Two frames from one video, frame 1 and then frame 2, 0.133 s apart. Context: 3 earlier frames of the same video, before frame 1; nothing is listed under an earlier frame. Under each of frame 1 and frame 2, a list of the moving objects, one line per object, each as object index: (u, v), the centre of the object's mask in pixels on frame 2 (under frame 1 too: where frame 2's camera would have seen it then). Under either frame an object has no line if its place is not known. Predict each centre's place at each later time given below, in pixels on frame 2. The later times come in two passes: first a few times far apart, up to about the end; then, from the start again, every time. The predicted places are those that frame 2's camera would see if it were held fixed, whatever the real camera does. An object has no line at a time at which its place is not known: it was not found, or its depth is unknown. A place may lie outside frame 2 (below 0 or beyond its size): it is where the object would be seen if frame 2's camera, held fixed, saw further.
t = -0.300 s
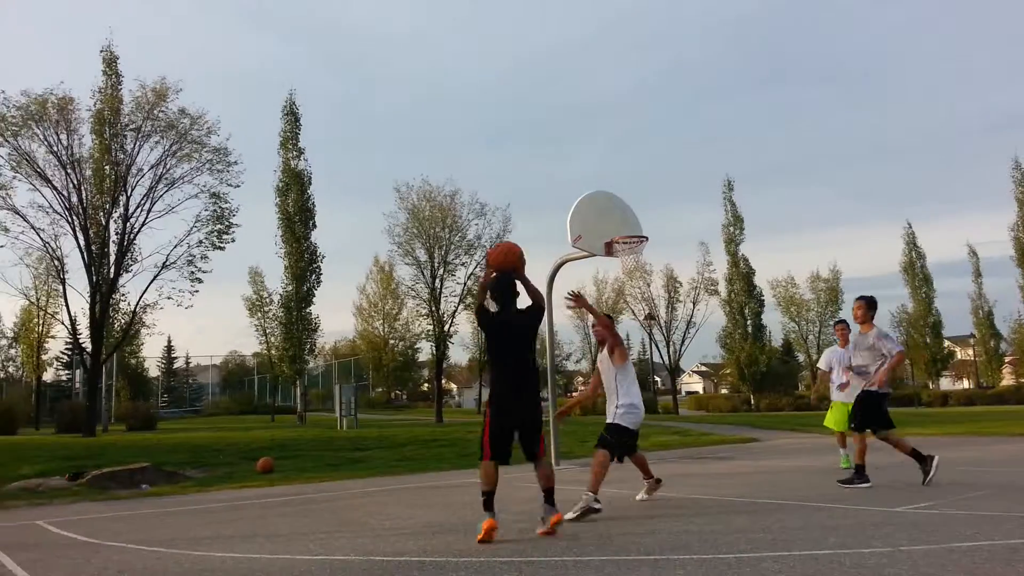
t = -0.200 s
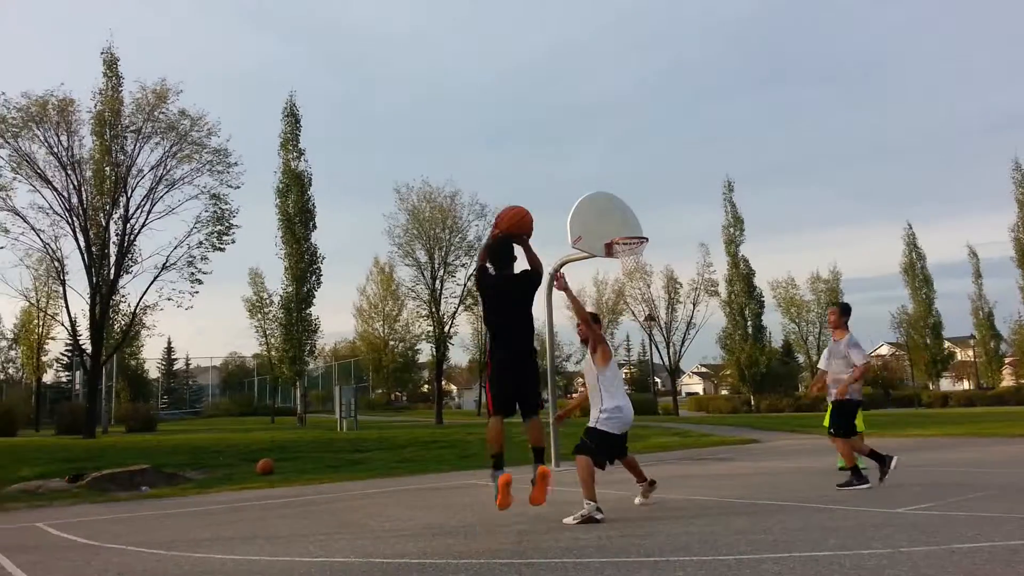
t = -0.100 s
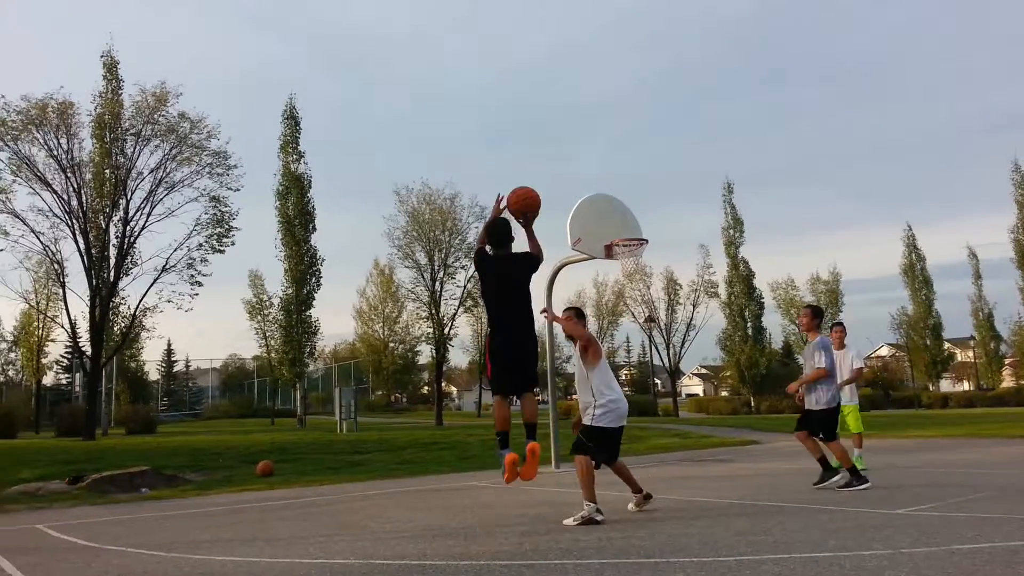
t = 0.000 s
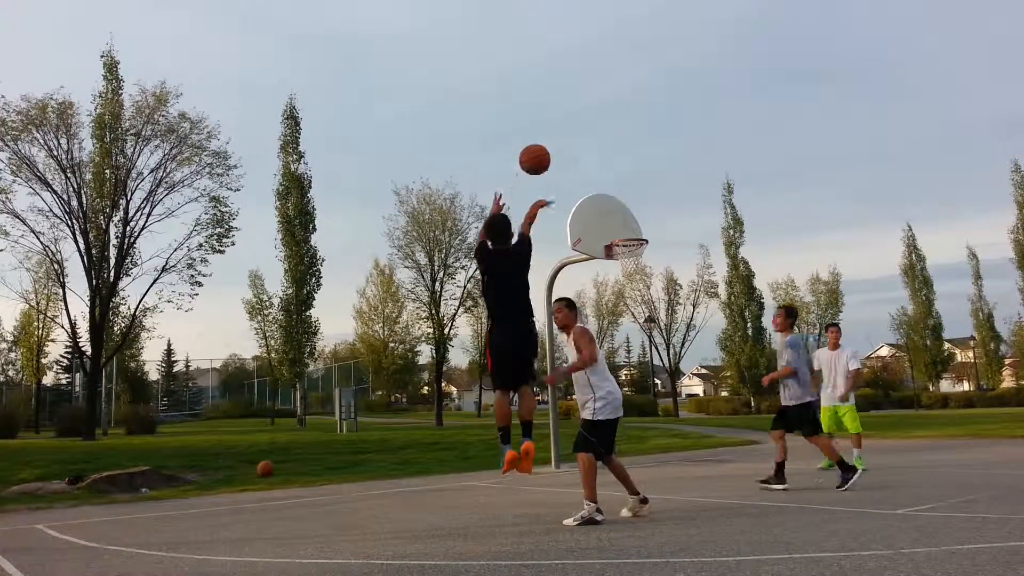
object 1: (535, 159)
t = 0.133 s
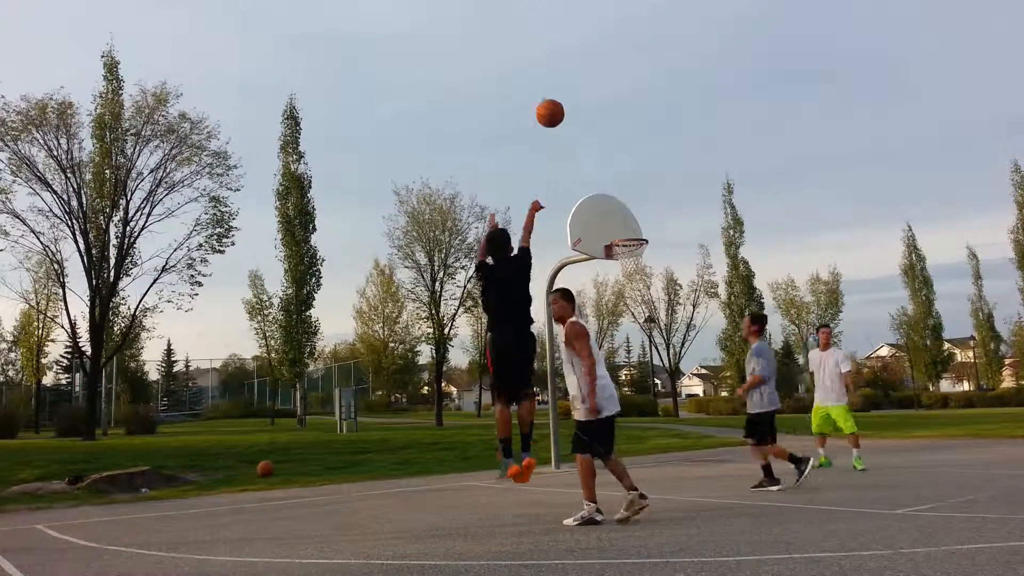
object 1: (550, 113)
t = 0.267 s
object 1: (564, 93)
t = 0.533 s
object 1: (587, 106)
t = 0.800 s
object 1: (607, 169)
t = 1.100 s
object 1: (632, 205)
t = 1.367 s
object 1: (658, 156)
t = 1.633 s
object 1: (687, 156)
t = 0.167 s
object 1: (554, 106)
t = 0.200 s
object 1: (557, 101)
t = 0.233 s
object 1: (560, 96)
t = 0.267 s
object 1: (564, 93)
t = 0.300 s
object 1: (567, 91)
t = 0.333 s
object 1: (570, 90)
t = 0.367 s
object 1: (573, 90)
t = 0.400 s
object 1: (576, 92)
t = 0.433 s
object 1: (578, 94)
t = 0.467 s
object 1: (581, 97)
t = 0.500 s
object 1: (584, 101)
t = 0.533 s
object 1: (587, 106)
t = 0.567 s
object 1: (589, 111)
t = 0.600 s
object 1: (592, 118)
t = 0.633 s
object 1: (595, 124)
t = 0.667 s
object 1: (597, 132)
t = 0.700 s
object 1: (600, 140)
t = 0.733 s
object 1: (602, 149)
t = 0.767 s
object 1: (605, 159)
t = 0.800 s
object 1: (607, 169)
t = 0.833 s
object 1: (610, 180)
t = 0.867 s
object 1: (613, 191)
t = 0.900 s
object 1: (615, 203)
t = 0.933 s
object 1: (618, 215)
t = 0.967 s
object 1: (620, 228)
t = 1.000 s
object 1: (622, 234)
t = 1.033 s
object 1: (625, 225)
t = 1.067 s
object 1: (628, 214)
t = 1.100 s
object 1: (632, 205)
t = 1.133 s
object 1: (635, 196)
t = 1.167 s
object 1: (638, 188)
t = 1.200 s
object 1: (641, 180)
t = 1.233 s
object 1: (644, 174)
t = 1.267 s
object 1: (647, 168)
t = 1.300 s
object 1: (651, 164)
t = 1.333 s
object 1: (654, 159)
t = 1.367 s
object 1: (658, 156)
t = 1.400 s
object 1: (661, 153)
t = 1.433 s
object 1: (665, 151)
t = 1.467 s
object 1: (668, 150)
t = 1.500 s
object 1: (672, 150)
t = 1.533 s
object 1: (676, 150)
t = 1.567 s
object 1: (679, 151)
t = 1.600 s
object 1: (683, 153)
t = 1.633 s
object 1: (687, 156)
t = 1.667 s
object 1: (691, 160)
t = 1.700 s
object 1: (695, 164)
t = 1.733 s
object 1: (699, 169)
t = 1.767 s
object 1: (703, 176)
